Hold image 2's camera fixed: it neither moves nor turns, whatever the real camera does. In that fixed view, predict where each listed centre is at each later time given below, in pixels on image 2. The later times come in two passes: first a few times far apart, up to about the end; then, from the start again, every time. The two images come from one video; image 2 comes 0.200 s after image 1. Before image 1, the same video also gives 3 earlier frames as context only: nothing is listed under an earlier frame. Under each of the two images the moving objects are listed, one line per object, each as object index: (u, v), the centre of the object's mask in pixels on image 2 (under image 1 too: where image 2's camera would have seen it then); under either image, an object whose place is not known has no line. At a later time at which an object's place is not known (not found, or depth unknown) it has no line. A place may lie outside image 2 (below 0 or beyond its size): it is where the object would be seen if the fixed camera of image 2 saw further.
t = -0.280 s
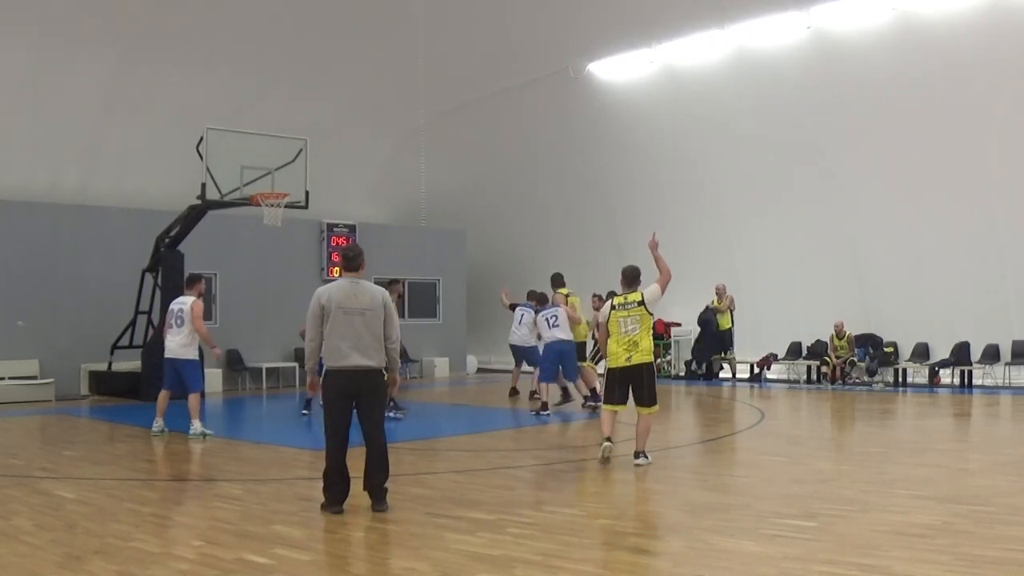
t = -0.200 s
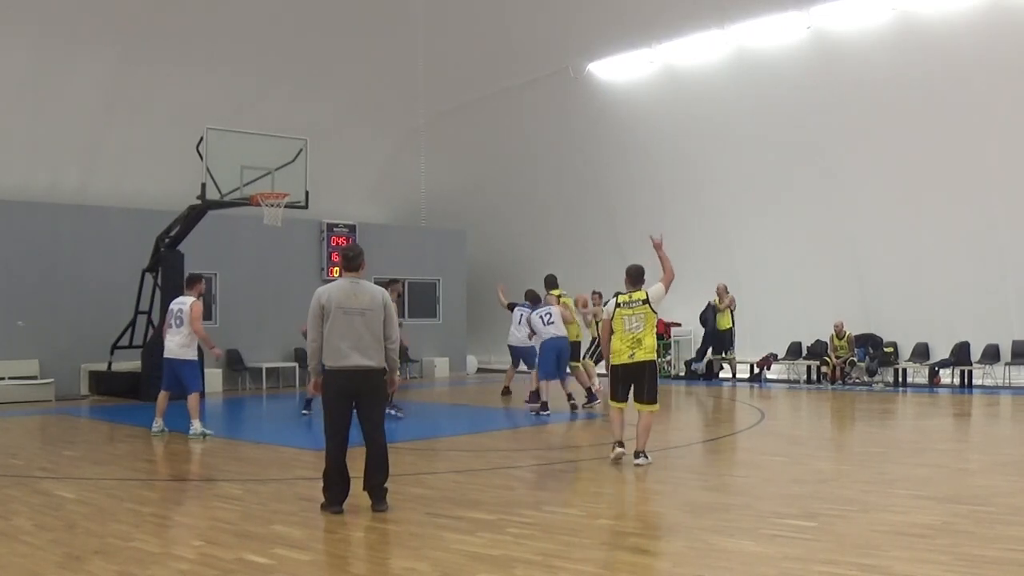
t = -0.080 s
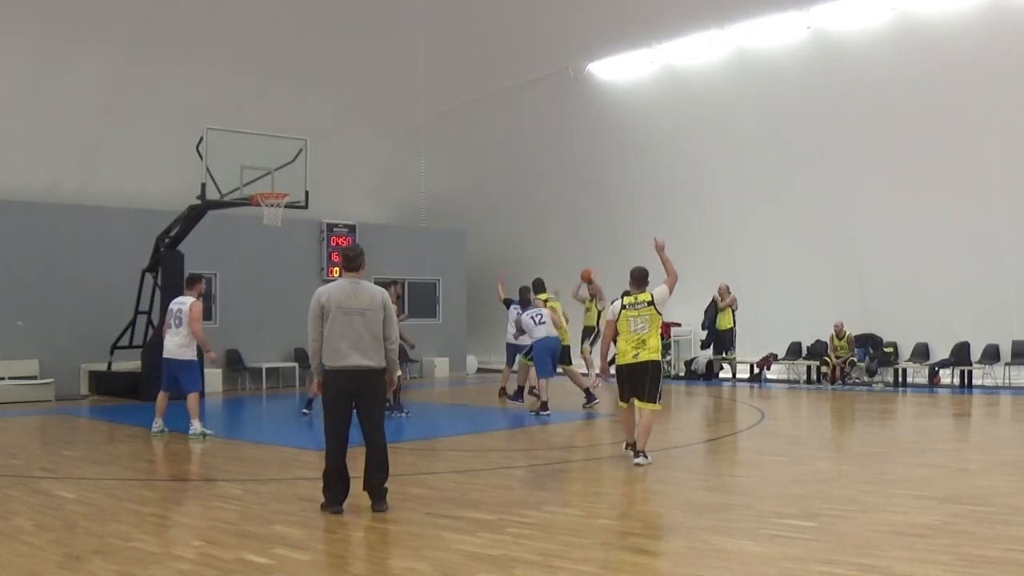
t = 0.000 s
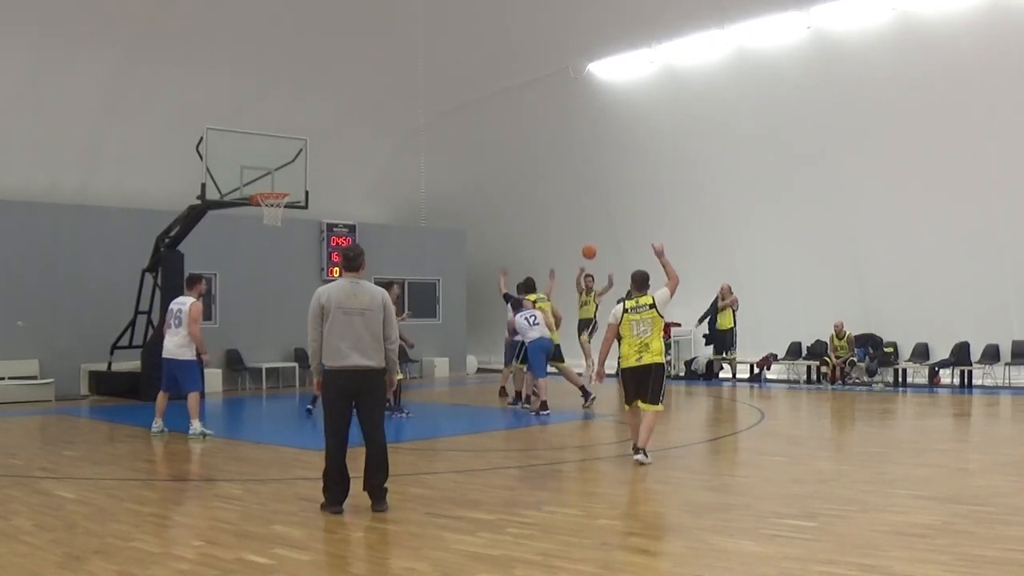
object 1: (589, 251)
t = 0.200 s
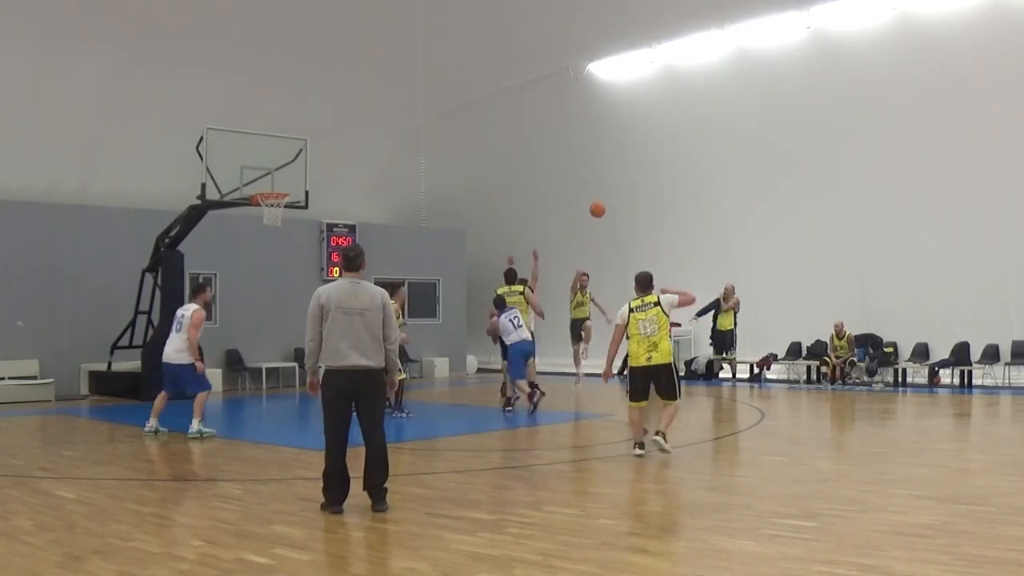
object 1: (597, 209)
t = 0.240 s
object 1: (599, 203)
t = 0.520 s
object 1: (615, 185)
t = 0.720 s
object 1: (630, 211)
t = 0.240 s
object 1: (599, 203)
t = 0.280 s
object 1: (602, 198)
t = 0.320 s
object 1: (604, 193)
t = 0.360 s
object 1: (606, 189)
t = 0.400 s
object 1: (609, 187)
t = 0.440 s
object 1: (611, 185)
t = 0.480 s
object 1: (613, 184)
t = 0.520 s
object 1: (615, 185)
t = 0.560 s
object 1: (618, 187)
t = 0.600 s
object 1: (621, 191)
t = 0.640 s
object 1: (624, 196)
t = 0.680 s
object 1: (627, 202)
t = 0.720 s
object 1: (630, 211)
